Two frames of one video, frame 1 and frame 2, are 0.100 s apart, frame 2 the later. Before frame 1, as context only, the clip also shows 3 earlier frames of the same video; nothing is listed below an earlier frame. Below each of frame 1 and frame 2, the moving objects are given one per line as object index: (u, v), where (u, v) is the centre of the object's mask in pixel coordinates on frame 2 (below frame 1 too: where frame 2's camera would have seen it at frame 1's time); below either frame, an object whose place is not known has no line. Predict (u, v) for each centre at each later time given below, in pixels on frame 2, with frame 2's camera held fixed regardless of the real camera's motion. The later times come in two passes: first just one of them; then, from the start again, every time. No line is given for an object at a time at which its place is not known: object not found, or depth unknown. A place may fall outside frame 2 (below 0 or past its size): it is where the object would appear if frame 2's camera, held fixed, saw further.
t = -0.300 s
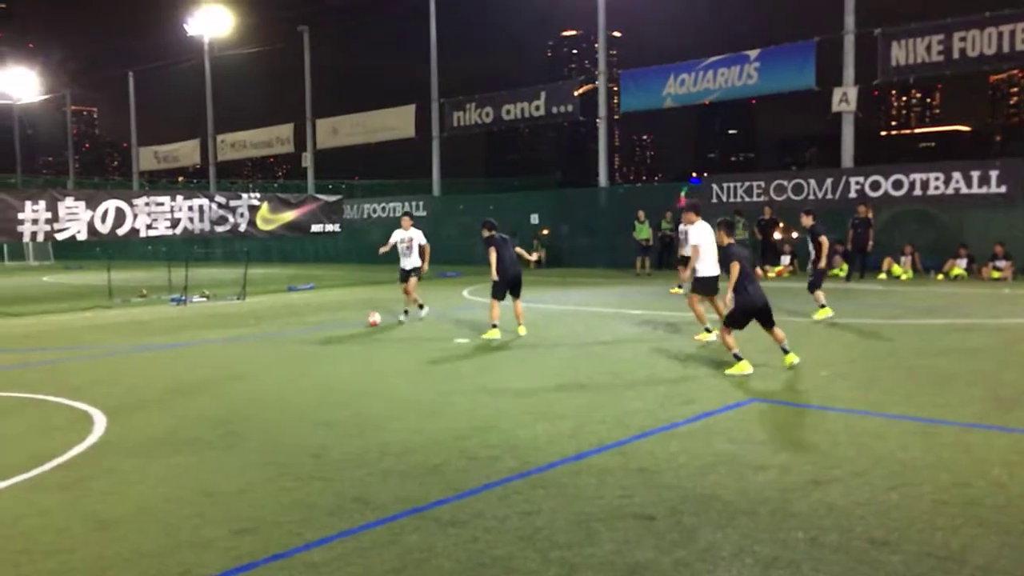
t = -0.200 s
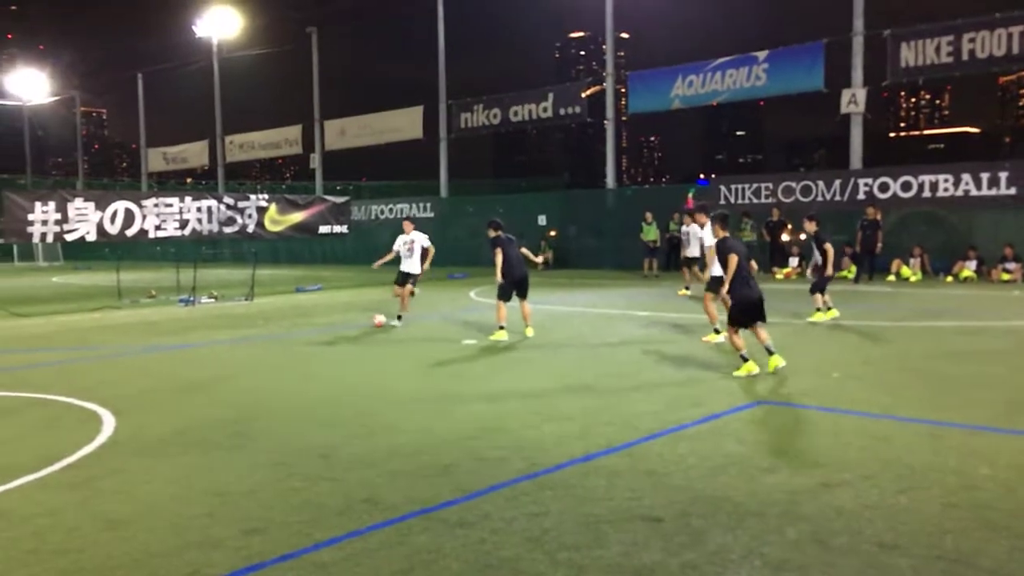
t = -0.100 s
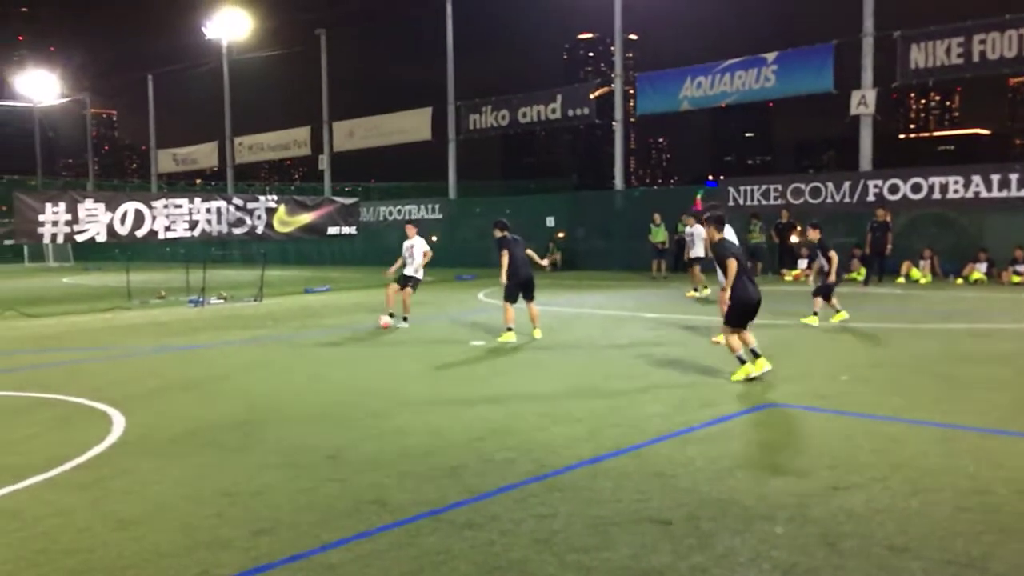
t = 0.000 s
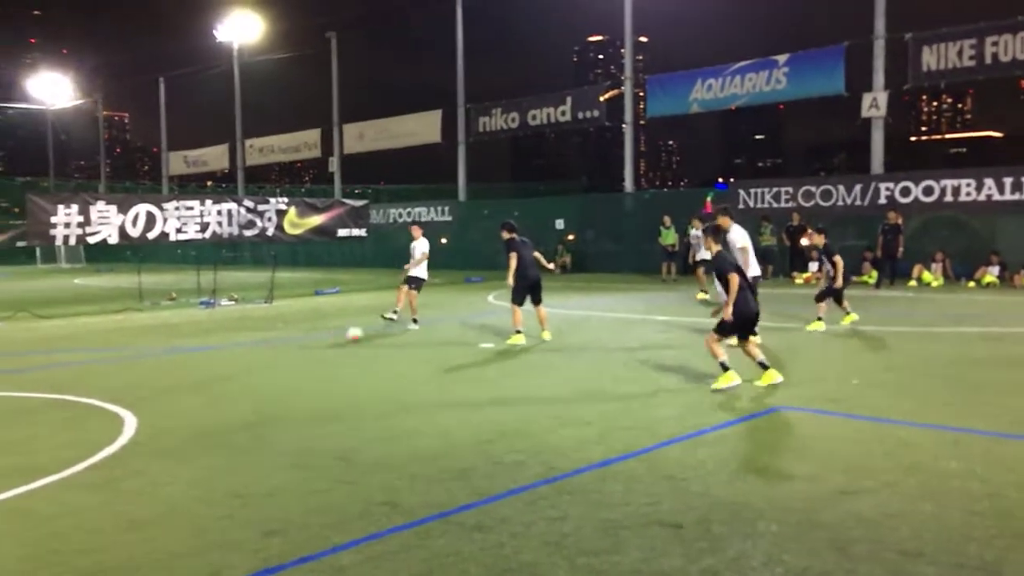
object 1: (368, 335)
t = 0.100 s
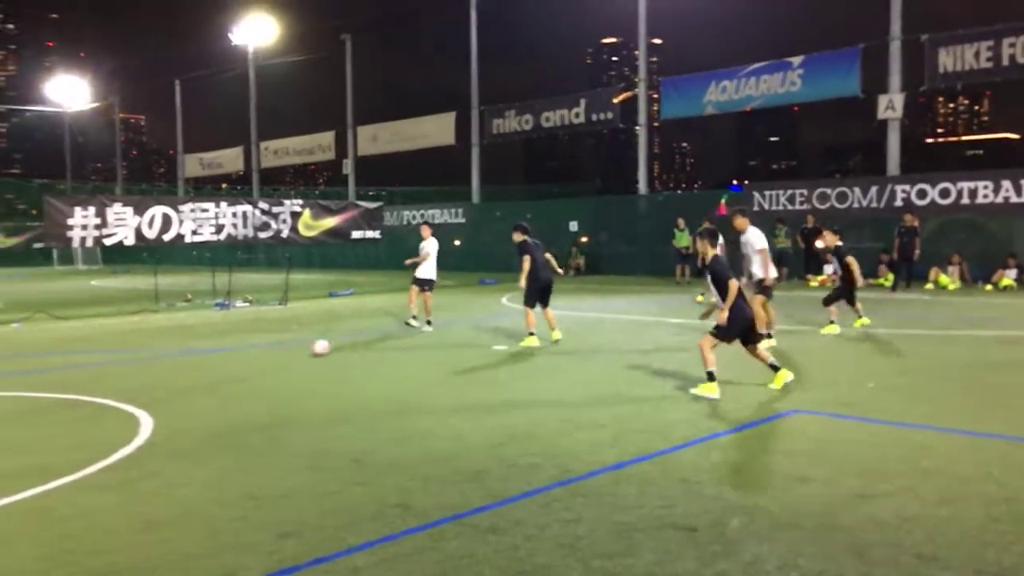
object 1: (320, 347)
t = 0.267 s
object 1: (224, 372)
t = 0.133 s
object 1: (304, 350)
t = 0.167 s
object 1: (285, 356)
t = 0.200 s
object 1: (266, 361)
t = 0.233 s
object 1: (246, 366)
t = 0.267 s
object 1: (224, 372)
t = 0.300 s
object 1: (203, 377)
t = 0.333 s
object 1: (181, 383)
